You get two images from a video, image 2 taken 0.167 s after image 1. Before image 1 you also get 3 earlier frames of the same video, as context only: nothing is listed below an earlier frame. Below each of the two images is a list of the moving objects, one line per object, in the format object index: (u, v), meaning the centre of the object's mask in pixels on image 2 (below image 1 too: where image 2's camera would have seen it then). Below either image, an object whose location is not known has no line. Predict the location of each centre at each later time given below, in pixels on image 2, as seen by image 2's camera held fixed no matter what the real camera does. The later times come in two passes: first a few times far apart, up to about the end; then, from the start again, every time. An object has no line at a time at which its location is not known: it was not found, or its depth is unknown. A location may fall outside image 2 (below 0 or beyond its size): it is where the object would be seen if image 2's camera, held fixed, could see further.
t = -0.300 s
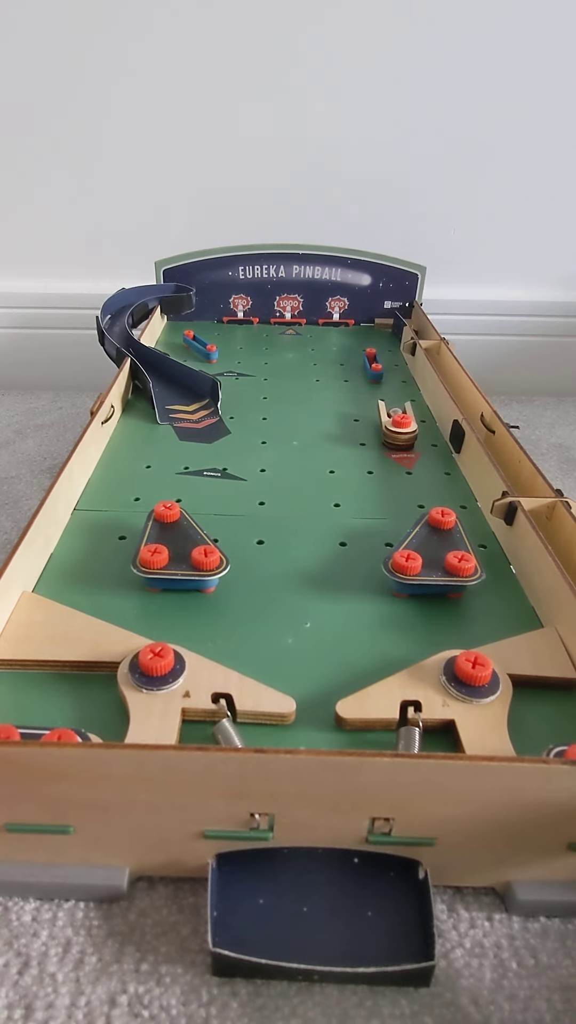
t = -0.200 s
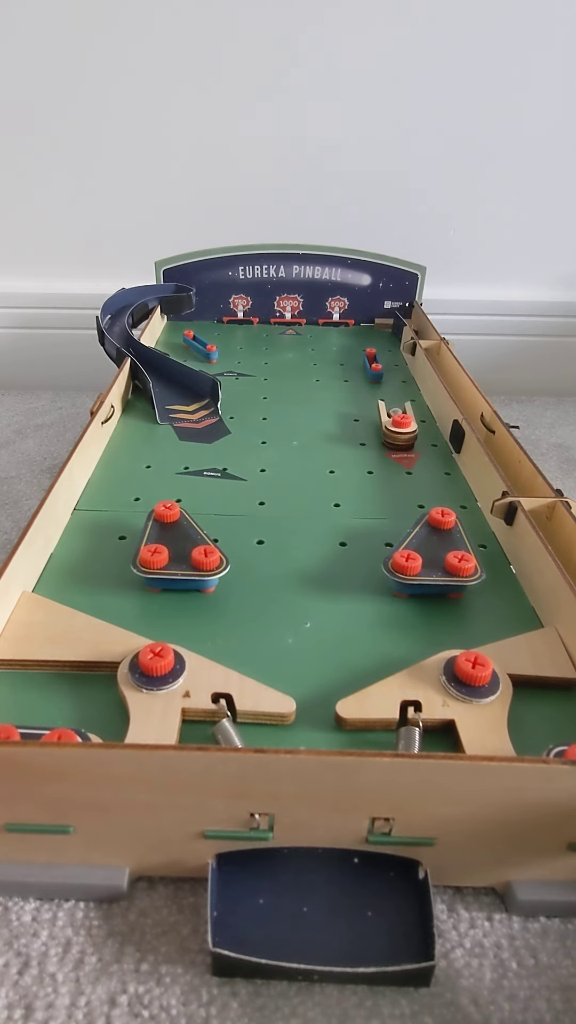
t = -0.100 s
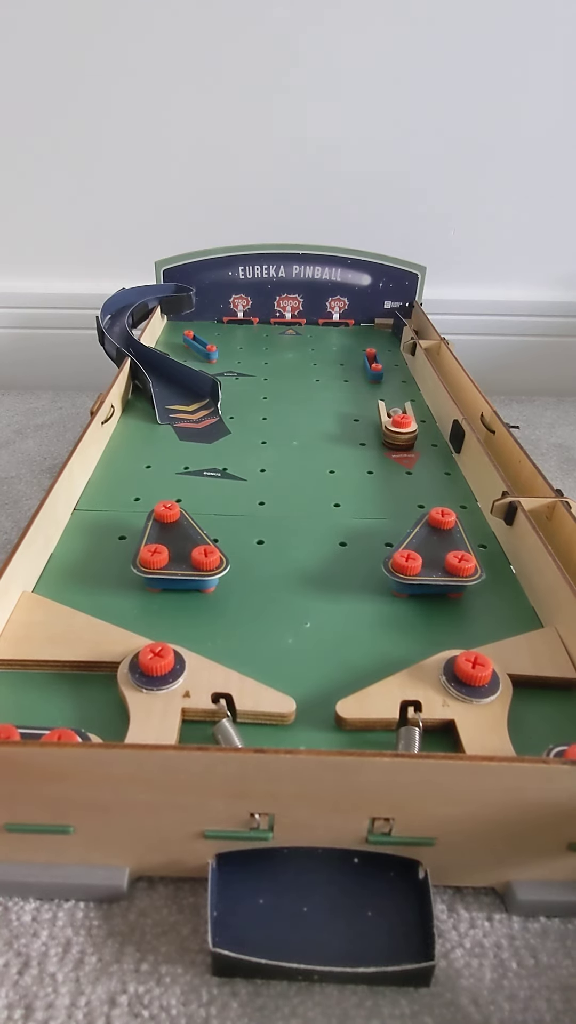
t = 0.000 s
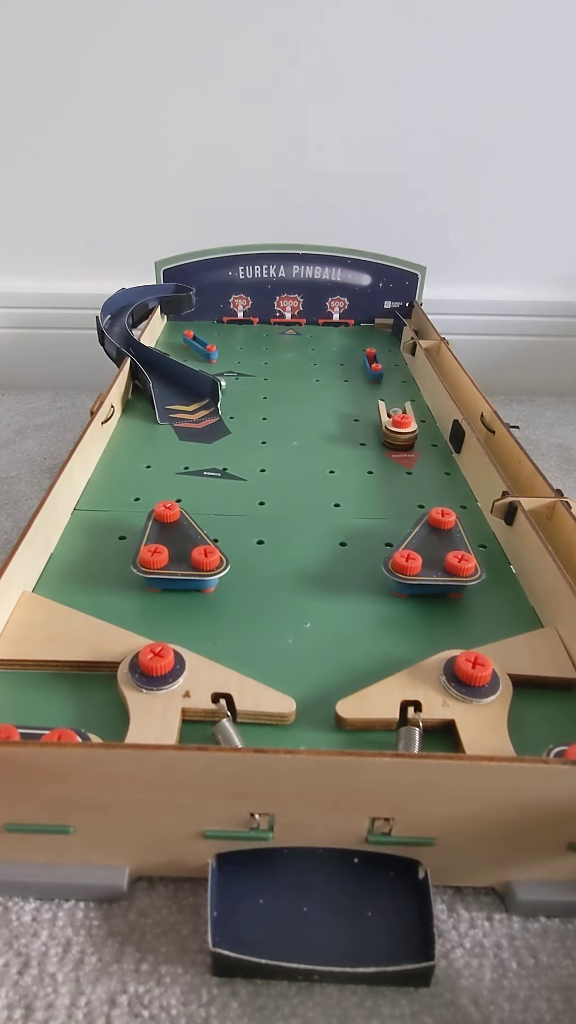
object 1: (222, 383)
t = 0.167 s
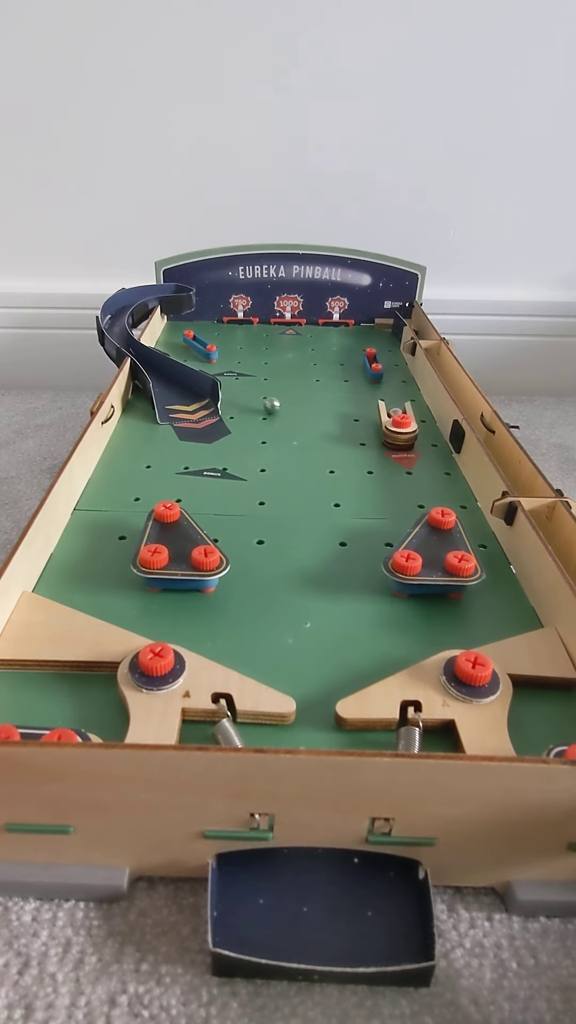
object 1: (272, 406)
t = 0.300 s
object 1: (320, 435)
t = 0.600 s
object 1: (370, 497)
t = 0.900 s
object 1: (251, 504)
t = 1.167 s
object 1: (266, 538)
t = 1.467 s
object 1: (434, 630)
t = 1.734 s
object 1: (369, 636)
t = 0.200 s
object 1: (283, 412)
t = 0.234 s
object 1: (295, 419)
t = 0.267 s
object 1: (307, 426)
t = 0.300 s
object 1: (320, 435)
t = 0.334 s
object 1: (334, 445)
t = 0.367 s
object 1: (349, 456)
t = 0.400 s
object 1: (365, 470)
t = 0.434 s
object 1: (382, 485)
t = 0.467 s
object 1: (400, 503)
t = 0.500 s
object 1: (415, 517)
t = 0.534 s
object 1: (404, 508)
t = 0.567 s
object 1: (385, 503)
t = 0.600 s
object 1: (370, 497)
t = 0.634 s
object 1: (356, 494)
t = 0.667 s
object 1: (342, 491)
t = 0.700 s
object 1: (329, 490)
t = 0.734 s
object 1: (316, 489)
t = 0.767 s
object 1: (304, 490)
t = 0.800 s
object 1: (291, 491)
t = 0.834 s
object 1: (278, 494)
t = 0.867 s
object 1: (265, 498)
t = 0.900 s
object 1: (251, 504)
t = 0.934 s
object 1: (237, 510)
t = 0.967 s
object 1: (222, 517)
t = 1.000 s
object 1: (209, 524)
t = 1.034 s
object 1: (205, 528)
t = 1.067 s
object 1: (218, 531)
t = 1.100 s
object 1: (234, 533)
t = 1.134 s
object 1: (250, 535)
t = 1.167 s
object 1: (266, 538)
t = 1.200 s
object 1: (282, 542)
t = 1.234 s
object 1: (299, 548)
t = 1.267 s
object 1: (315, 554)
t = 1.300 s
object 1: (333, 563)
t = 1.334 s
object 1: (350, 572)
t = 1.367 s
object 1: (369, 583)
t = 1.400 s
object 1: (389, 597)
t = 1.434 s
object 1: (411, 612)
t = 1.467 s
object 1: (434, 630)
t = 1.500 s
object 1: (442, 637)
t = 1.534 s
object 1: (426, 628)
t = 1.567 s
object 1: (414, 625)
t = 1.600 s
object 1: (405, 624)
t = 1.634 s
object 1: (396, 625)
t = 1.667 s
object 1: (387, 627)
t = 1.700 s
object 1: (378, 630)
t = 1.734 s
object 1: (369, 636)
